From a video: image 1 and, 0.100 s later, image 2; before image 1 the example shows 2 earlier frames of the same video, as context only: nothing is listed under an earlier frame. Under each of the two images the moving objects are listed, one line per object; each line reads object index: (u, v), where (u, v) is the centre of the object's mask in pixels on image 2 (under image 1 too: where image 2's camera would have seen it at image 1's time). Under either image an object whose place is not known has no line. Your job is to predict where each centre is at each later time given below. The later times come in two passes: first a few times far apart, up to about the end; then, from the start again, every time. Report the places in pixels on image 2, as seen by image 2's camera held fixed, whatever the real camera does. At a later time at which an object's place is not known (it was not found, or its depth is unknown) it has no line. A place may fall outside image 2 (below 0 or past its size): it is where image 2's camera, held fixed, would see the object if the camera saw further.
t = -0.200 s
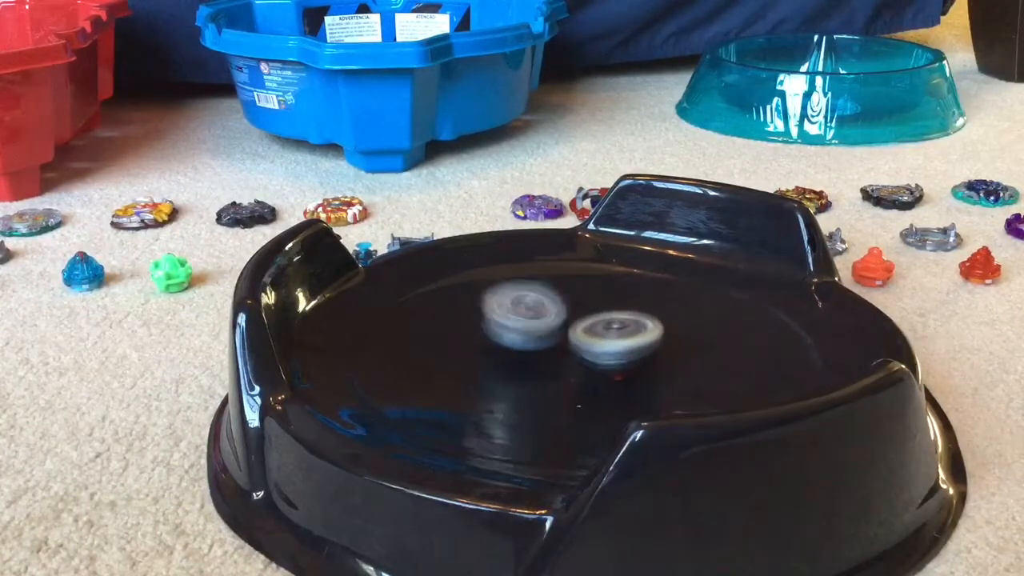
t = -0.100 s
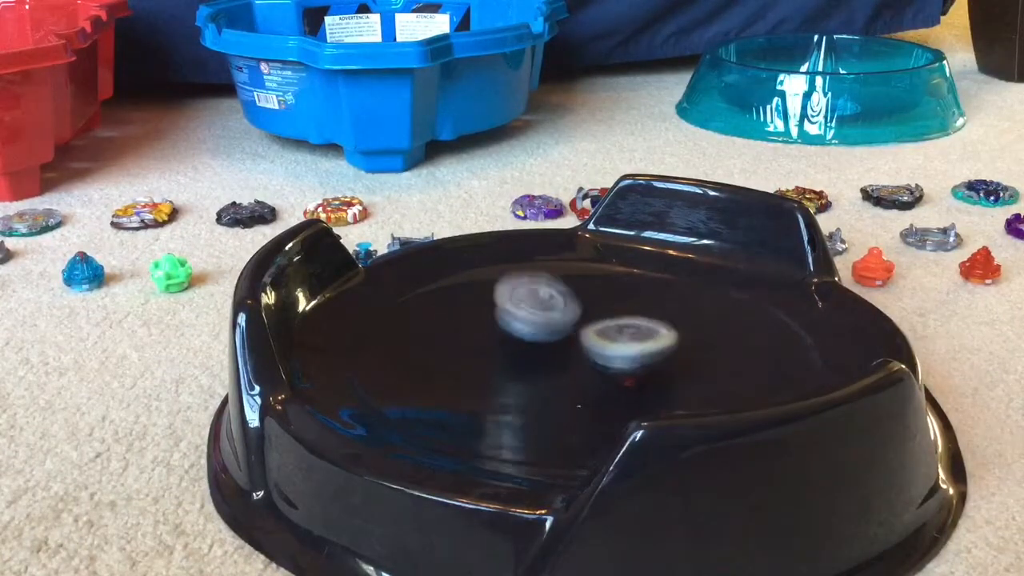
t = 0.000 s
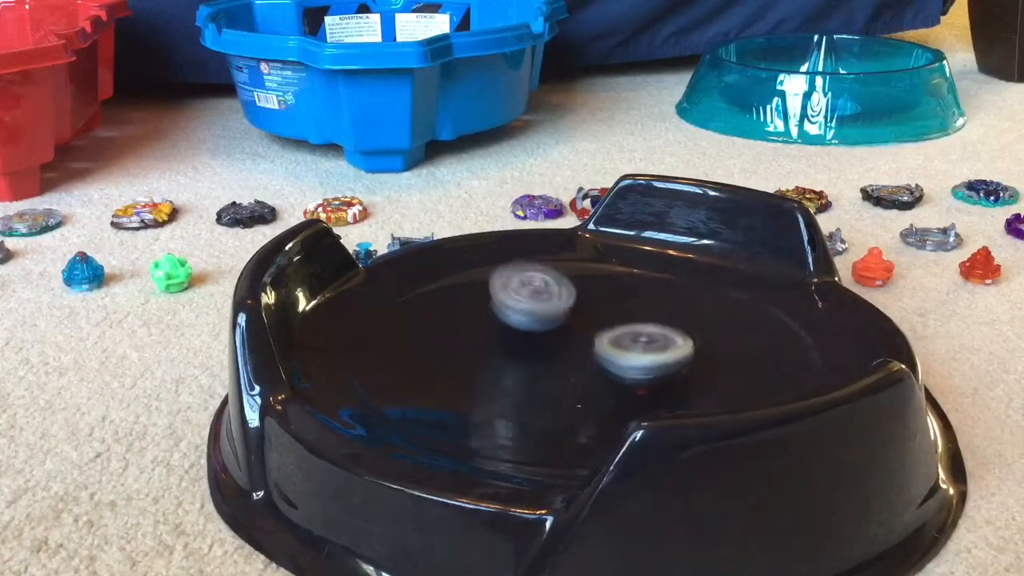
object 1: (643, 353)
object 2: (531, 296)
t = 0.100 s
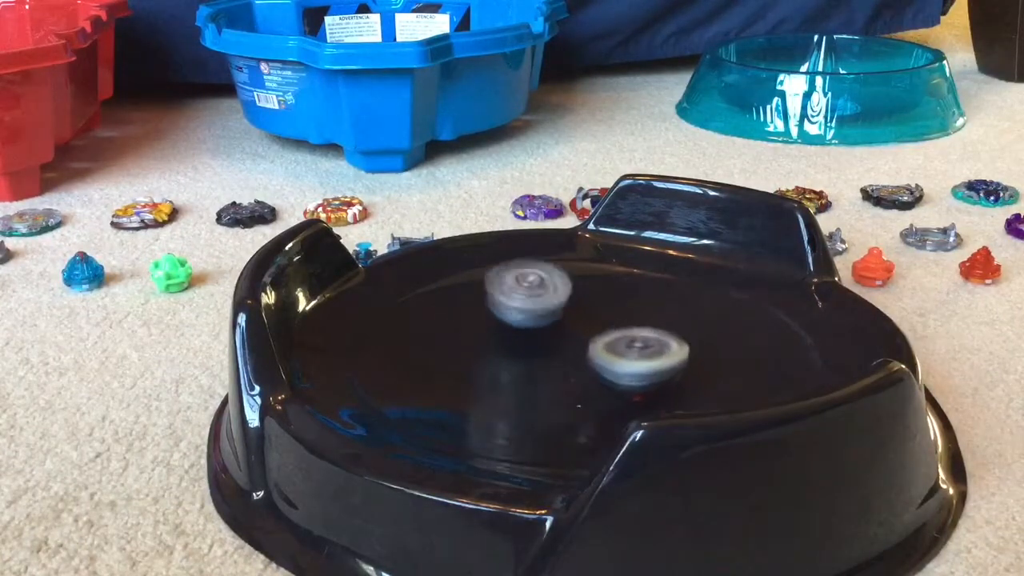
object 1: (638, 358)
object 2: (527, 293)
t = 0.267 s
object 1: (610, 356)
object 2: (551, 309)
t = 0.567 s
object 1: (599, 360)
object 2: (624, 304)
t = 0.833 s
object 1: (594, 354)
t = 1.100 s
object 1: (566, 350)
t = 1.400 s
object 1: (509, 337)
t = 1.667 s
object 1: (533, 339)
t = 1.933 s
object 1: (536, 333)
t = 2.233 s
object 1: (585, 320)
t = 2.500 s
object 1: (602, 323)
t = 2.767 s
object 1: (613, 316)
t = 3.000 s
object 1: (599, 320)
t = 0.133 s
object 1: (633, 359)
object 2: (528, 292)
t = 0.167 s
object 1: (628, 359)
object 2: (529, 296)
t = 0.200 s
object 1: (622, 358)
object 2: (537, 300)
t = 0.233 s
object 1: (615, 357)
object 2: (543, 304)
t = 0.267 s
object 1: (610, 356)
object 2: (551, 309)
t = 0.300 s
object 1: (605, 355)
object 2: (558, 310)
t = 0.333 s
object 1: (603, 358)
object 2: (569, 308)
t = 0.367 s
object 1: (601, 361)
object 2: (576, 309)
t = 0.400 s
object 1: (600, 362)
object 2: (582, 306)
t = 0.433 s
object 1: (599, 362)
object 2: (592, 307)
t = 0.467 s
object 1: (598, 362)
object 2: (600, 305)
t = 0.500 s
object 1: (598, 362)
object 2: (608, 305)
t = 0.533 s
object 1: (599, 361)
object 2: (617, 305)
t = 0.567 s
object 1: (599, 360)
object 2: (624, 304)
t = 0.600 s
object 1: (600, 359)
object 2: (631, 306)
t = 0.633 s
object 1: (601, 357)
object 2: (636, 304)
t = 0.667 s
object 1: (601, 355)
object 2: (640, 306)
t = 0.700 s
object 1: (602, 355)
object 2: (644, 306)
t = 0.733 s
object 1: (603, 354)
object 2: (646, 310)
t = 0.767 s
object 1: (601, 354)
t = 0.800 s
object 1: (597, 354)
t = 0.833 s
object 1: (594, 354)
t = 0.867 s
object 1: (591, 354)
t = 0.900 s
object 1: (589, 354)
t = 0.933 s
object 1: (587, 353)
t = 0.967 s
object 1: (586, 352)
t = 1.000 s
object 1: (585, 351)
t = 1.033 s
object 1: (579, 351)
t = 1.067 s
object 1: (571, 351)
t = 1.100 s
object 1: (566, 350)
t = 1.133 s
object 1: (562, 349)
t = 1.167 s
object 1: (560, 347)
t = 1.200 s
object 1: (560, 346)
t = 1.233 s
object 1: (562, 344)
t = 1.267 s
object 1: (551, 343)
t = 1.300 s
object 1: (534, 341)
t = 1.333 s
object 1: (521, 340)
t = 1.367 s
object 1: (514, 338)
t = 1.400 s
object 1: (509, 337)
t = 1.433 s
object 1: (508, 337)
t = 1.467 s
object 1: (509, 336)
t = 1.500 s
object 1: (513, 337)
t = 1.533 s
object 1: (517, 337)
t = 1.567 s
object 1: (523, 338)
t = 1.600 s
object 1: (529, 339)
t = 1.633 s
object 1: (535, 339)
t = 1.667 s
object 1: (533, 339)
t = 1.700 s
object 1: (529, 337)
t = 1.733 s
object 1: (526, 336)
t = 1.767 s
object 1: (525, 335)
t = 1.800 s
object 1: (526, 334)
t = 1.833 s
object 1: (527, 333)
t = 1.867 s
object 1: (529, 333)
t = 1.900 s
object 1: (532, 333)
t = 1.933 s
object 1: (536, 333)
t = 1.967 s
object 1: (541, 333)
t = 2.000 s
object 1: (545, 333)
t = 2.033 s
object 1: (550, 332)
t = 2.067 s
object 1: (556, 332)
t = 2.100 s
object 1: (562, 331)
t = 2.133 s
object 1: (567, 330)
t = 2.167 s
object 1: (573, 329)
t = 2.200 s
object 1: (579, 326)
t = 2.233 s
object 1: (585, 320)
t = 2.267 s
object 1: (590, 317)
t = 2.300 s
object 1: (594, 315)
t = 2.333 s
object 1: (597, 315)
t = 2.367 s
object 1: (600, 315)
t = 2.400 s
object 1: (601, 316)
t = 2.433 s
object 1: (602, 318)
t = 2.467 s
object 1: (602, 320)
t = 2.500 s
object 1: (602, 323)
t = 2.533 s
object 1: (601, 325)
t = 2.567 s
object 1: (601, 326)
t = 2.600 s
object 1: (606, 323)
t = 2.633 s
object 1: (610, 319)
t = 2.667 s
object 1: (613, 316)
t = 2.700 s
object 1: (614, 315)
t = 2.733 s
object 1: (614, 315)
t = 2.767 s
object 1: (613, 316)
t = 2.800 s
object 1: (612, 317)
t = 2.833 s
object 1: (609, 319)
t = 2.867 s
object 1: (606, 321)
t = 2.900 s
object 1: (603, 321)
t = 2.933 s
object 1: (600, 324)
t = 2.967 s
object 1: (596, 324)
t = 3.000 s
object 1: (599, 320)
